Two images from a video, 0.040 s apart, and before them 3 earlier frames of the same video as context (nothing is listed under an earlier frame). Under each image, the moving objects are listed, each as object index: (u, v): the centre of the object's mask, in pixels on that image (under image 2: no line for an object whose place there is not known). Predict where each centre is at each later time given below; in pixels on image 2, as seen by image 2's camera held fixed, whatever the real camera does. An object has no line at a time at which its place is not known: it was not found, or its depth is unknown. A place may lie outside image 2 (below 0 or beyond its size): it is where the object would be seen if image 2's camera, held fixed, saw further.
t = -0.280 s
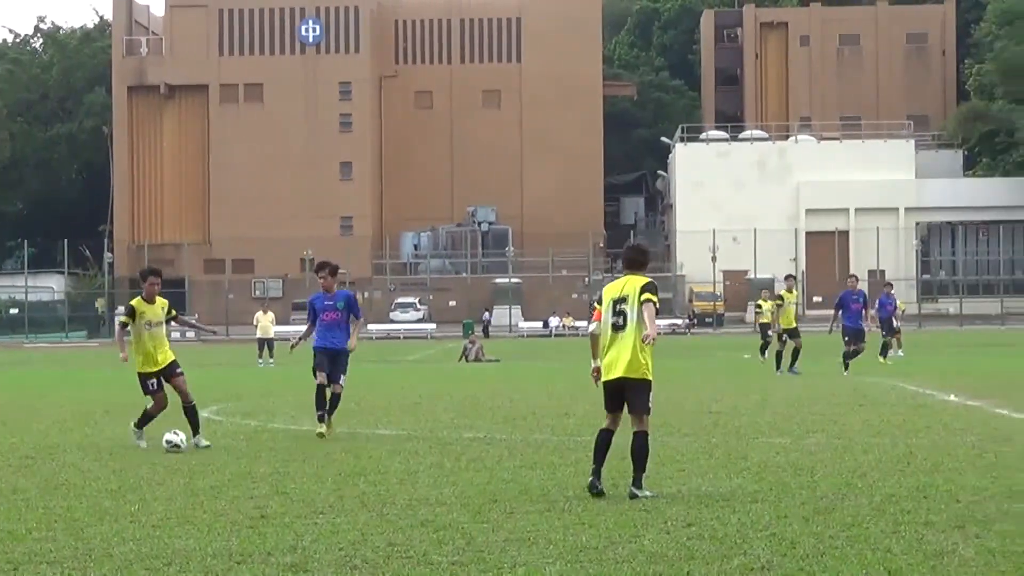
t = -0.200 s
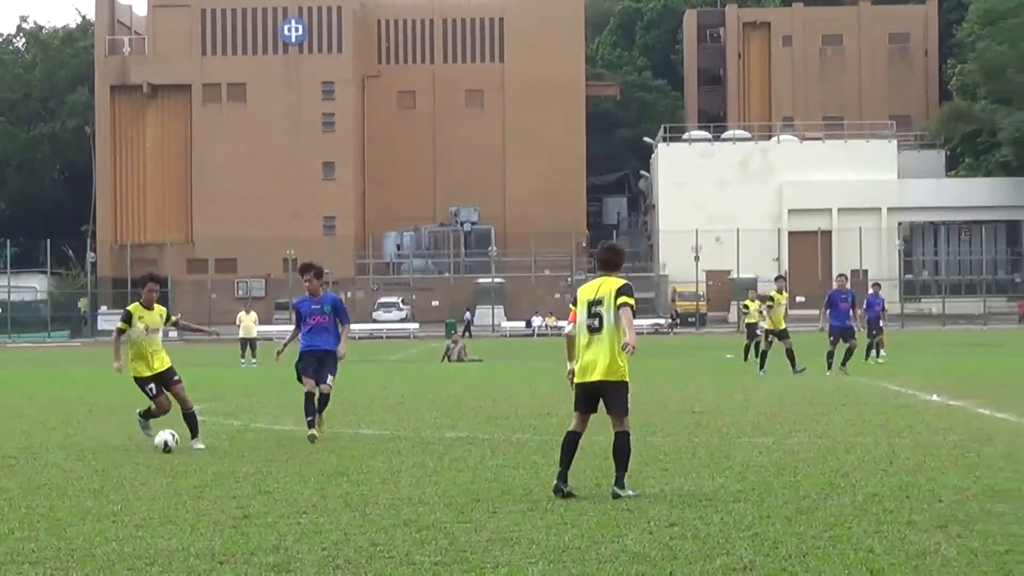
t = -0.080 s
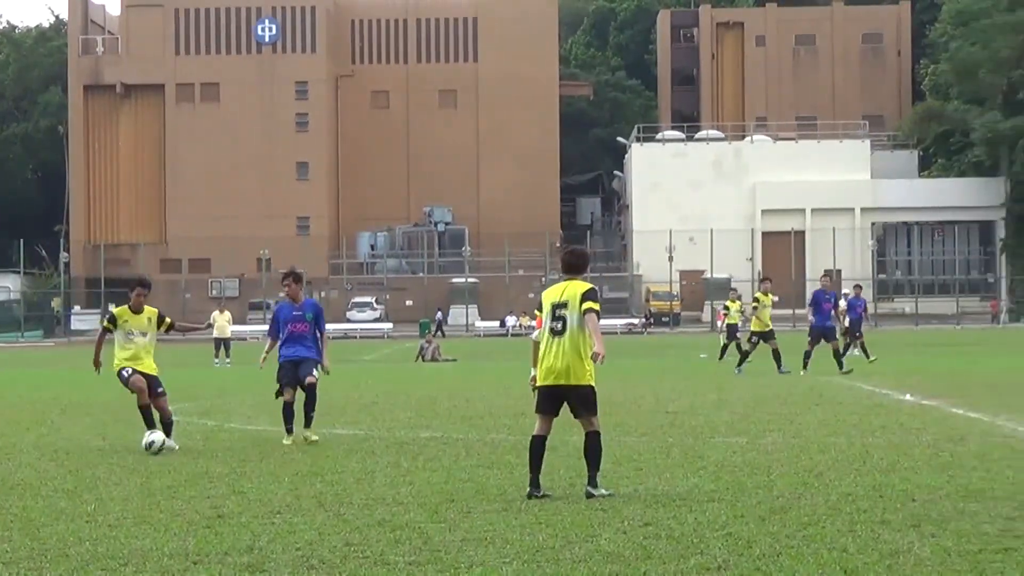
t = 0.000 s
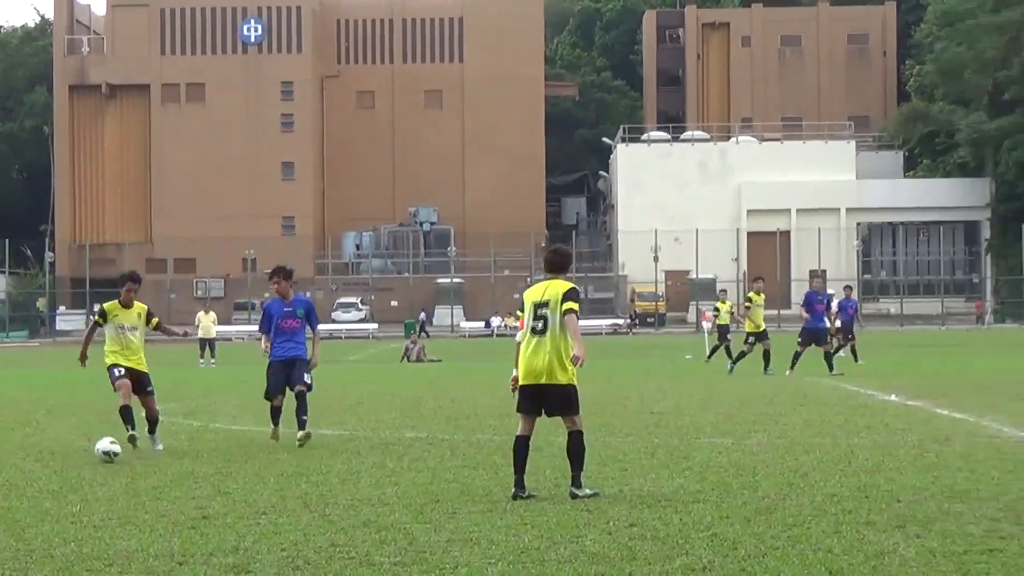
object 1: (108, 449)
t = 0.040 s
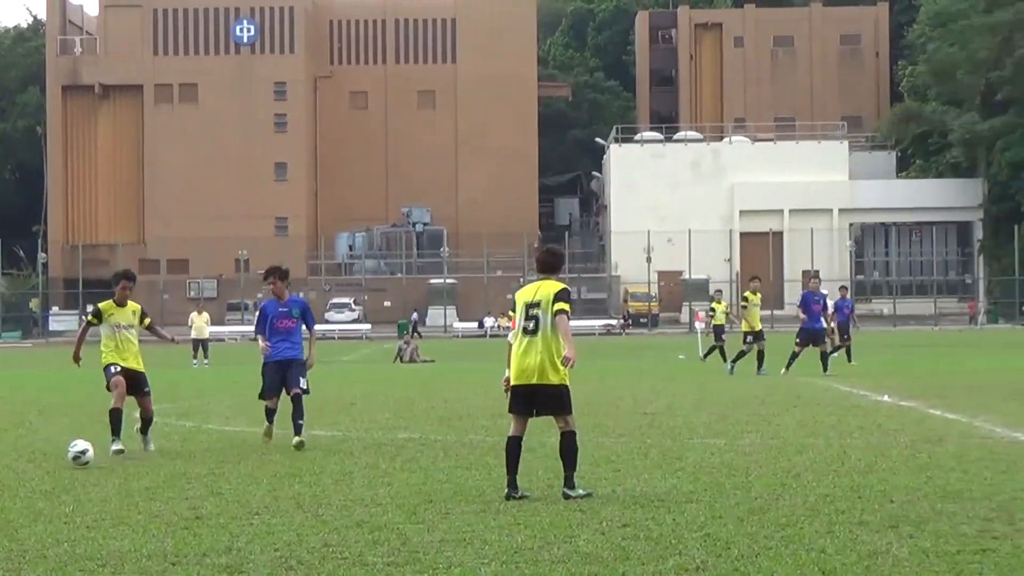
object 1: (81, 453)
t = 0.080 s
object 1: (60, 456)
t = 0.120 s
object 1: (39, 461)
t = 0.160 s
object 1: (13, 465)
